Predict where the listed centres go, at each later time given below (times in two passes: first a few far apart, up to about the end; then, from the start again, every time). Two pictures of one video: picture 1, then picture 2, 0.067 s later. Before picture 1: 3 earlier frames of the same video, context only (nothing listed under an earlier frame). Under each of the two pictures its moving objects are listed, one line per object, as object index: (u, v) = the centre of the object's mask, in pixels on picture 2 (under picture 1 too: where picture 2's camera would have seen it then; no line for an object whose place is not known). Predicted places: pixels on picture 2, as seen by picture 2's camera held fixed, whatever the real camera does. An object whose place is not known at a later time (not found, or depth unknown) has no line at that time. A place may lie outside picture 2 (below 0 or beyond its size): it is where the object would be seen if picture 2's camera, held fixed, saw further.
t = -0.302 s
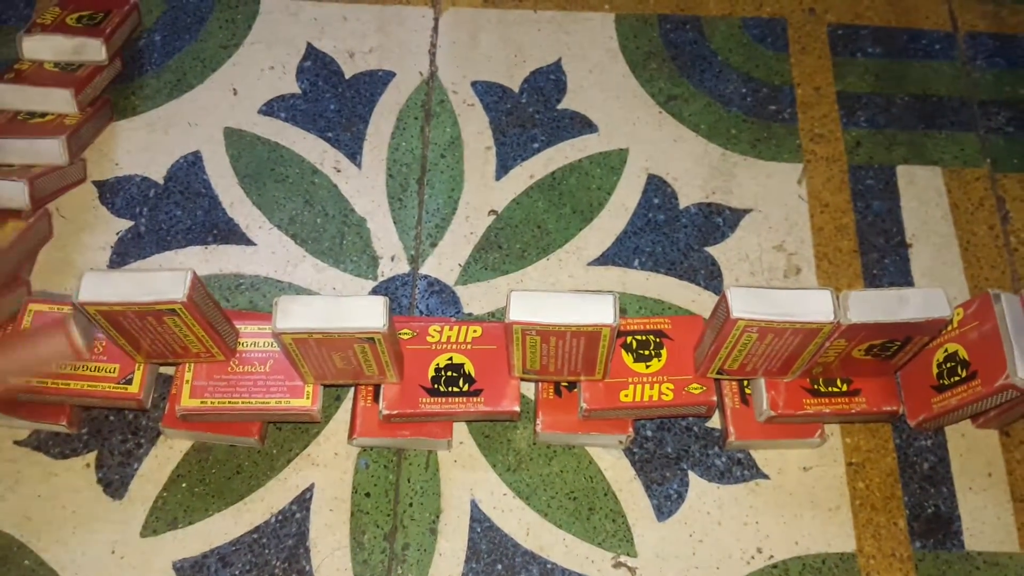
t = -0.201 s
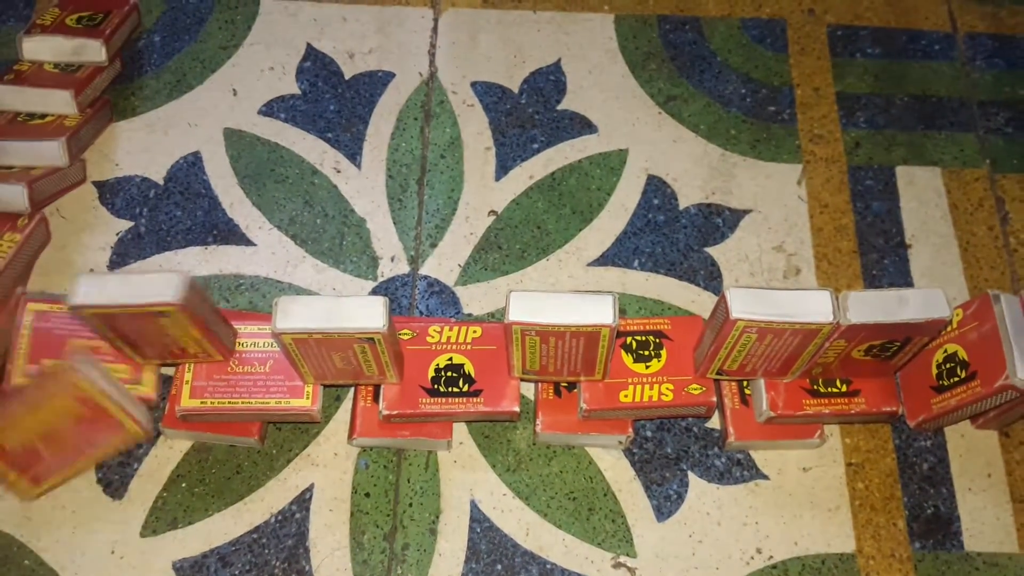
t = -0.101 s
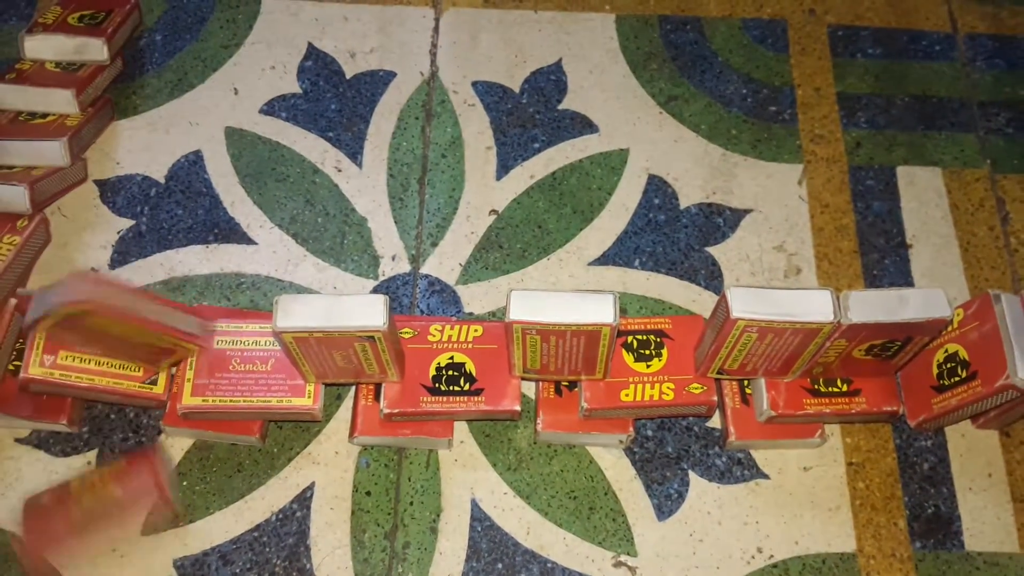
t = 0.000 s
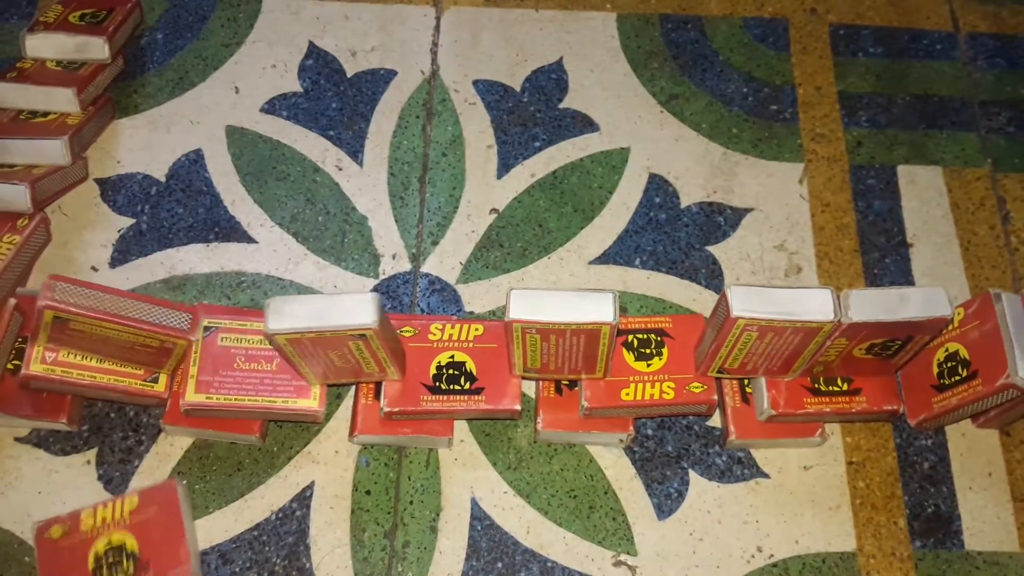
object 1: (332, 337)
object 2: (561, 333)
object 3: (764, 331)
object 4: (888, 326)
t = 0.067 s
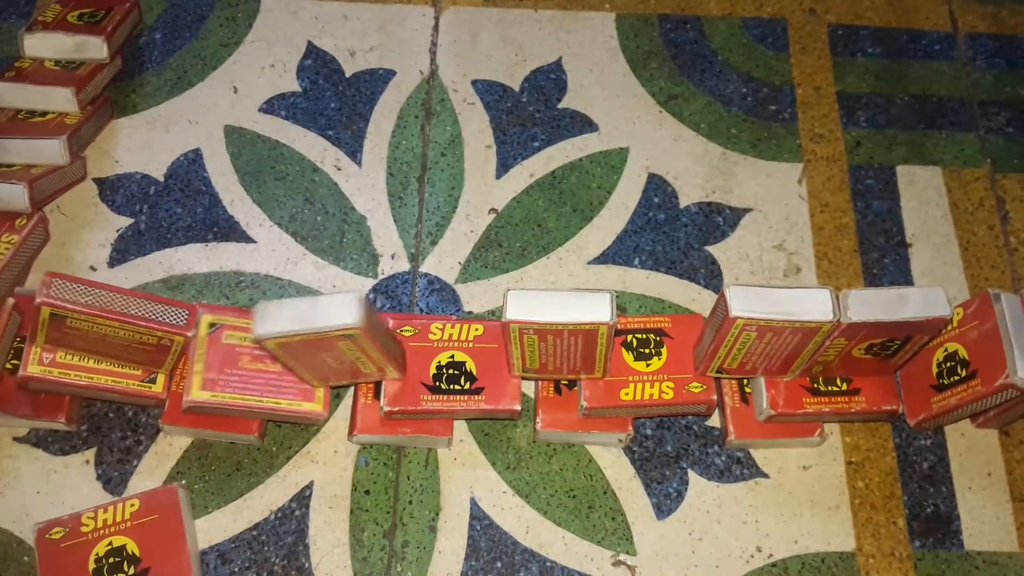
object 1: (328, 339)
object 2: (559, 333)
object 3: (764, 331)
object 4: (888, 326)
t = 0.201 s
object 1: (303, 357)
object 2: (544, 336)
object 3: (765, 331)
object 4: (888, 326)
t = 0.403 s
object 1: (307, 362)
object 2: (505, 339)
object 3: (717, 336)
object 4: (901, 326)
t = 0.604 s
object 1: (308, 361)
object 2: (503, 341)
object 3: (690, 345)
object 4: (931, 332)
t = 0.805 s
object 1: (307, 361)
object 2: (503, 341)
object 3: (693, 385)
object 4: (946, 315)
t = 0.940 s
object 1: (307, 361)
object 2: (503, 341)
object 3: (675, 467)
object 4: (918, 287)
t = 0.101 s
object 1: (321, 342)
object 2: (558, 333)
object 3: (764, 331)
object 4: (888, 326)
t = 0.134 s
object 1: (313, 346)
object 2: (557, 333)
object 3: (765, 331)
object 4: (888, 326)
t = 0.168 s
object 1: (307, 354)
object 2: (552, 334)
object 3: (765, 331)
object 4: (888, 326)
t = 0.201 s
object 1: (303, 357)
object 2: (544, 336)
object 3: (765, 331)
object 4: (888, 326)
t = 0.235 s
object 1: (307, 359)
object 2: (531, 342)
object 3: (764, 331)
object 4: (888, 326)
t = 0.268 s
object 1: (308, 361)
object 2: (515, 346)
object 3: (763, 331)
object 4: (888, 326)
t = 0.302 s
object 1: (307, 362)
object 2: (500, 347)
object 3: (757, 332)
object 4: (888, 326)
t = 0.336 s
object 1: (307, 362)
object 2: (497, 344)
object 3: (739, 334)
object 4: (888, 326)
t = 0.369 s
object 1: (307, 362)
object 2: (499, 342)
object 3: (726, 336)
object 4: (892, 325)
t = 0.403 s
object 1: (307, 362)
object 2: (505, 339)
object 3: (717, 336)
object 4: (901, 326)
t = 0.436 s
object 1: (307, 361)
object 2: (504, 339)
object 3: (711, 334)
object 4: (894, 331)
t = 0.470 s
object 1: (307, 361)
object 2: (503, 339)
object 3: (705, 333)
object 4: (909, 335)
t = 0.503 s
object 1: (308, 361)
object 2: (503, 340)
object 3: (699, 333)
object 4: (921, 337)
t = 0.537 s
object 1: (308, 361)
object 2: (503, 340)
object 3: (692, 334)
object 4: (926, 337)
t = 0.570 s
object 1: (308, 361)
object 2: (503, 341)
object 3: (687, 340)
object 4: (929, 335)
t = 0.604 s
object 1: (308, 361)
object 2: (503, 341)
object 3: (690, 345)
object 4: (931, 332)
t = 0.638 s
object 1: (308, 361)
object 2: (503, 341)
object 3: (694, 350)
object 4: (930, 329)
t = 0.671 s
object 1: (307, 361)
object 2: (503, 340)
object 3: (696, 354)
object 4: (924, 325)
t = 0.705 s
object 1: (307, 361)
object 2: (503, 341)
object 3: (697, 358)
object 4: (924, 324)
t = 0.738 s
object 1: (307, 361)
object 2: (503, 341)
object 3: (696, 364)
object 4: (933, 323)
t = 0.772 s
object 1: (307, 361)
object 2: (503, 341)
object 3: (697, 372)
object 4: (940, 320)
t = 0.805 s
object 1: (307, 361)
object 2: (503, 341)
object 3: (693, 385)
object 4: (946, 315)
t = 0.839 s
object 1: (307, 361)
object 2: (503, 341)
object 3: (688, 404)
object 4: (949, 309)
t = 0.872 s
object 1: (307, 361)
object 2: (503, 341)
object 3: (681, 427)
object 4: (945, 304)
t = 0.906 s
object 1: (307, 361)
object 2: (502, 341)
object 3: (671, 447)
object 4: (933, 298)
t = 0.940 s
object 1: (307, 361)
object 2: (503, 341)
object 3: (675, 467)
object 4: (918, 287)
